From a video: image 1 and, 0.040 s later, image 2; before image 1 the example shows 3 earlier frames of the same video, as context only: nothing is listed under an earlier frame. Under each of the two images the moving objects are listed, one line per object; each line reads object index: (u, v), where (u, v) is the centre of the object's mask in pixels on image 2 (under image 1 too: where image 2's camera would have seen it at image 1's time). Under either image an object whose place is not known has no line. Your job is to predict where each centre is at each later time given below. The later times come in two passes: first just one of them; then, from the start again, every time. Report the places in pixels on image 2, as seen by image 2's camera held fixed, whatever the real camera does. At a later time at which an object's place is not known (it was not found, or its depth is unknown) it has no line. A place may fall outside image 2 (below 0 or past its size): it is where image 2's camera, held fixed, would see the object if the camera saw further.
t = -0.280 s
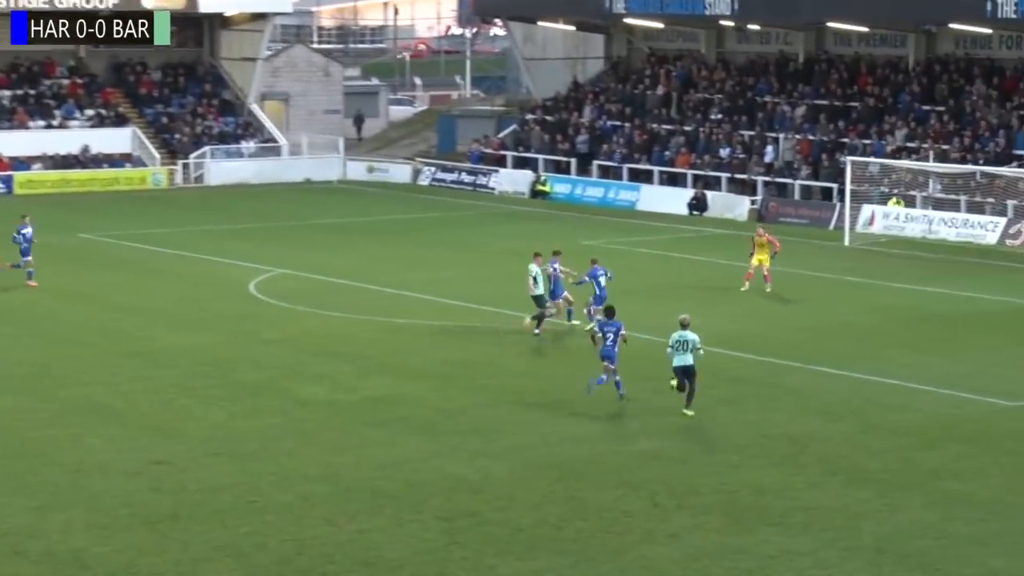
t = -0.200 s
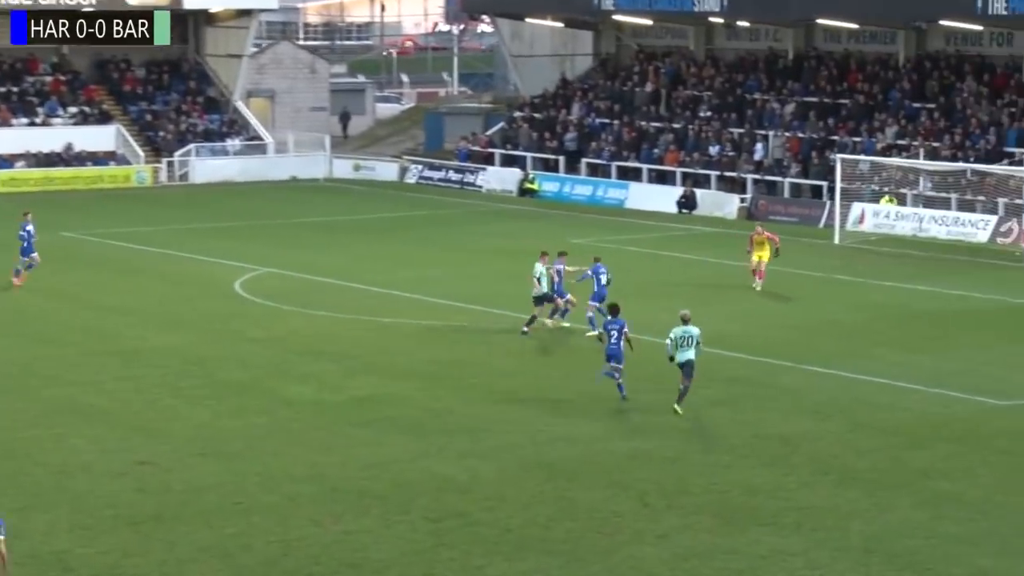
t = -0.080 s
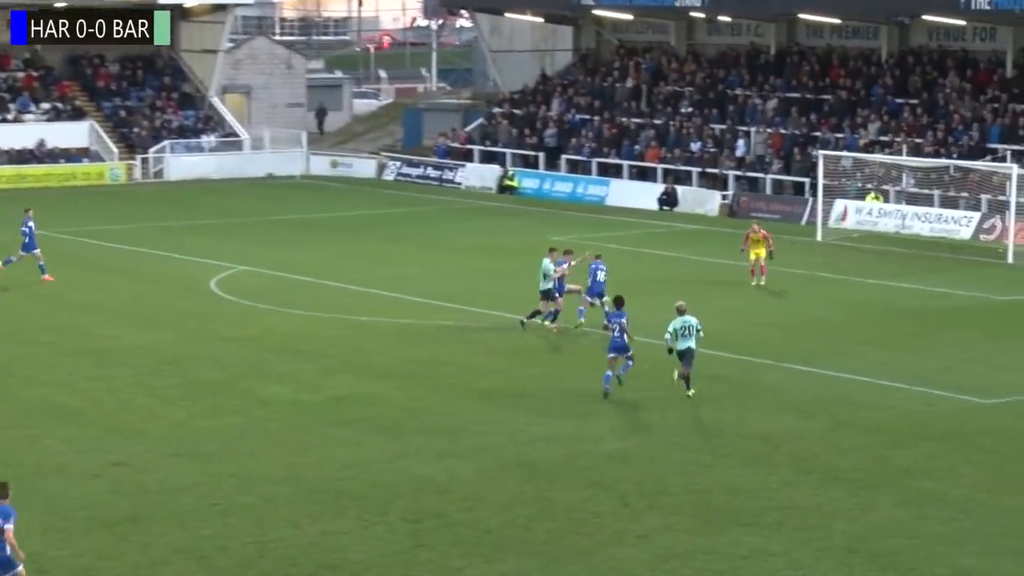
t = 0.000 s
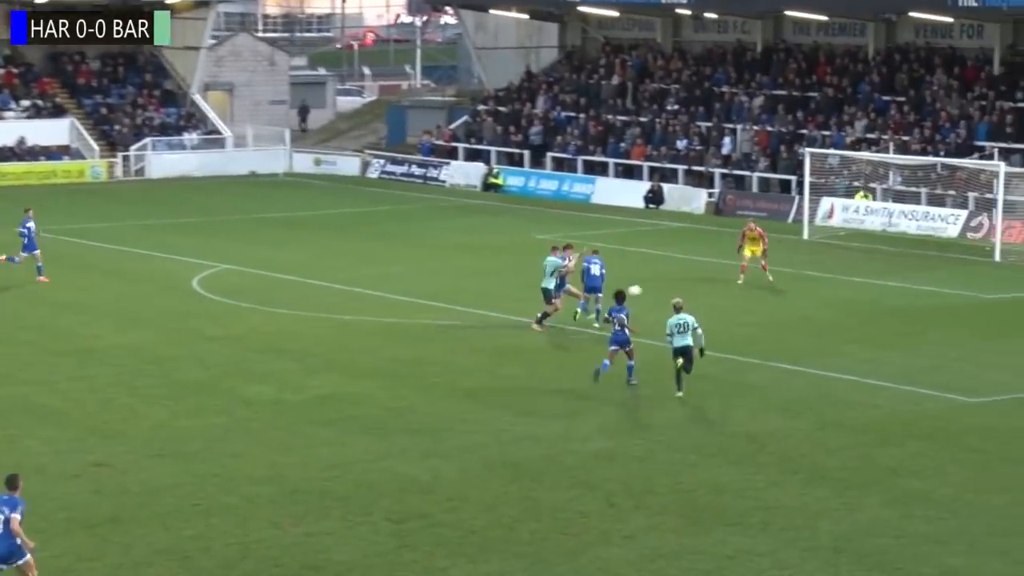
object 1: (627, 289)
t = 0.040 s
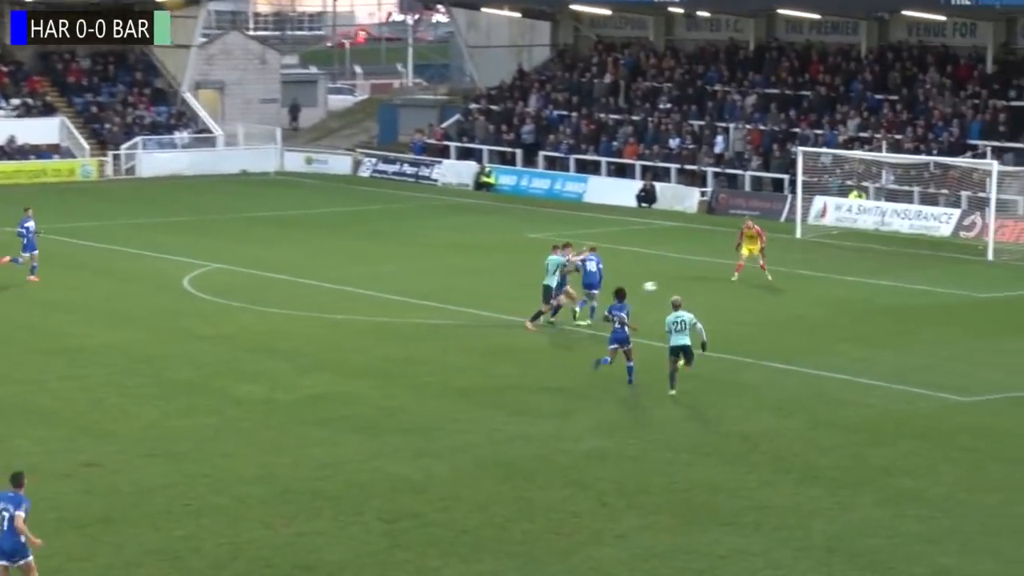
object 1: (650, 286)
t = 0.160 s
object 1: (716, 281)
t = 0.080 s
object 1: (673, 285)
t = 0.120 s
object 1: (695, 282)
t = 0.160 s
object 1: (716, 281)
